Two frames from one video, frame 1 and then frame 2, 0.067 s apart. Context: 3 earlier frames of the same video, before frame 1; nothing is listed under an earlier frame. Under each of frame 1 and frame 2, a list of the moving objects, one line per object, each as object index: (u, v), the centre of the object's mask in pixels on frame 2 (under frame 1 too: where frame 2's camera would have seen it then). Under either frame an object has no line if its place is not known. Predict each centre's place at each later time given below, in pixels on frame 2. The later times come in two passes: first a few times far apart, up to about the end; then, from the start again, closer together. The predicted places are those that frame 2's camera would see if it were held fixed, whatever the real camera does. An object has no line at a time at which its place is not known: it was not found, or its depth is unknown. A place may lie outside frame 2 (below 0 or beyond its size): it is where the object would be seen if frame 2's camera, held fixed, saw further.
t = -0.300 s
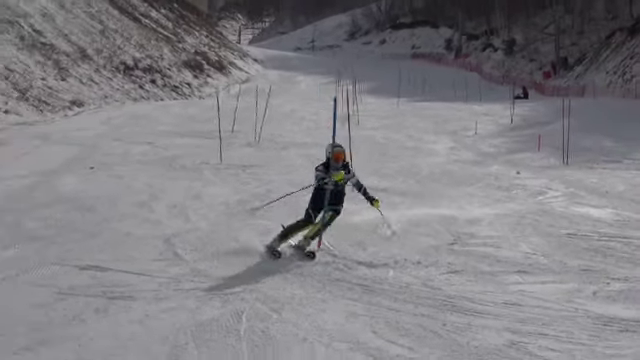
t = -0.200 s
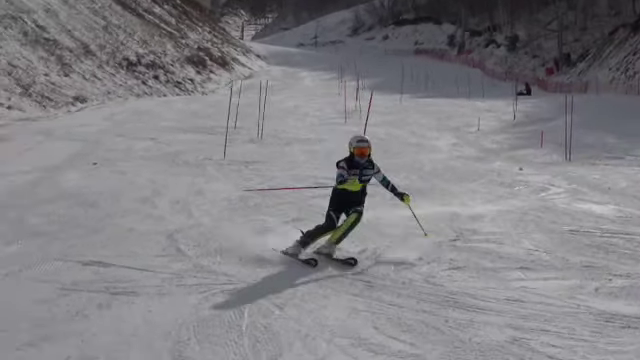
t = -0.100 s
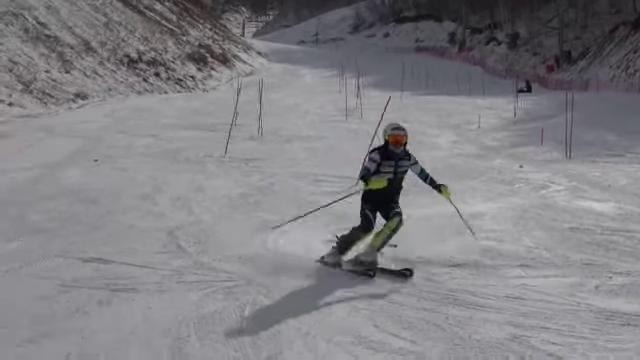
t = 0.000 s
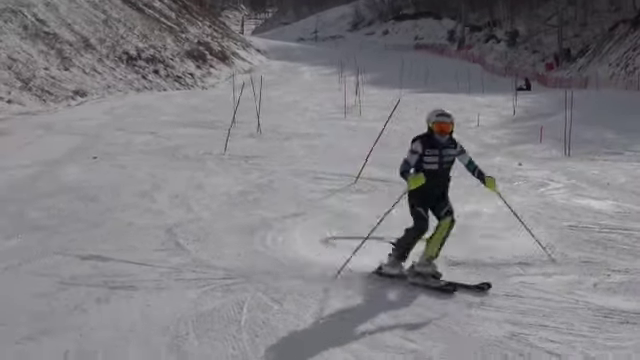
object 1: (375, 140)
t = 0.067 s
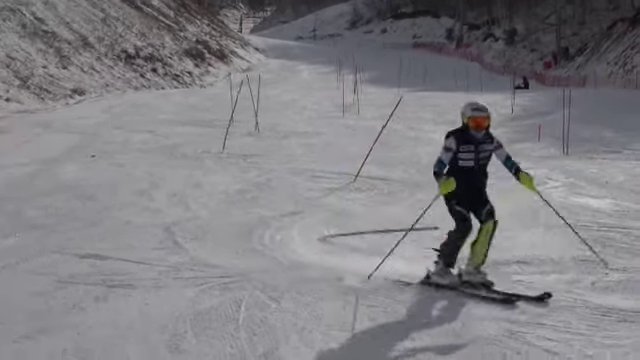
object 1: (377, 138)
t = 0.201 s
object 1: (375, 135)
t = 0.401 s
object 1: (362, 129)
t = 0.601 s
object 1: (339, 121)
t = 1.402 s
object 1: (365, 131)
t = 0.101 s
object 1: (377, 138)
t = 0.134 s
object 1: (377, 138)
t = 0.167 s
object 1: (377, 136)
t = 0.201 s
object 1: (375, 135)
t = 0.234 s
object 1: (375, 133)
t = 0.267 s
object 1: (374, 129)
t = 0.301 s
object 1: (370, 131)
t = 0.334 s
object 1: (368, 130)
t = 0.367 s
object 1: (365, 129)
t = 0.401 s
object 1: (362, 129)
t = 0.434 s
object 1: (358, 131)
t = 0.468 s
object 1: (355, 127)
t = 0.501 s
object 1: (351, 124)
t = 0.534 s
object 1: (347, 129)
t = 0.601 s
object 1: (339, 121)
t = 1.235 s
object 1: (360, 131)
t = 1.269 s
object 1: (362, 130)
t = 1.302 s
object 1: (363, 131)
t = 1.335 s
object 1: (365, 131)
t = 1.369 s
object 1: (365, 131)
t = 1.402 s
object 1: (365, 131)
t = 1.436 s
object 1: (364, 132)
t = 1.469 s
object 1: (364, 131)
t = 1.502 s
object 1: (363, 131)
